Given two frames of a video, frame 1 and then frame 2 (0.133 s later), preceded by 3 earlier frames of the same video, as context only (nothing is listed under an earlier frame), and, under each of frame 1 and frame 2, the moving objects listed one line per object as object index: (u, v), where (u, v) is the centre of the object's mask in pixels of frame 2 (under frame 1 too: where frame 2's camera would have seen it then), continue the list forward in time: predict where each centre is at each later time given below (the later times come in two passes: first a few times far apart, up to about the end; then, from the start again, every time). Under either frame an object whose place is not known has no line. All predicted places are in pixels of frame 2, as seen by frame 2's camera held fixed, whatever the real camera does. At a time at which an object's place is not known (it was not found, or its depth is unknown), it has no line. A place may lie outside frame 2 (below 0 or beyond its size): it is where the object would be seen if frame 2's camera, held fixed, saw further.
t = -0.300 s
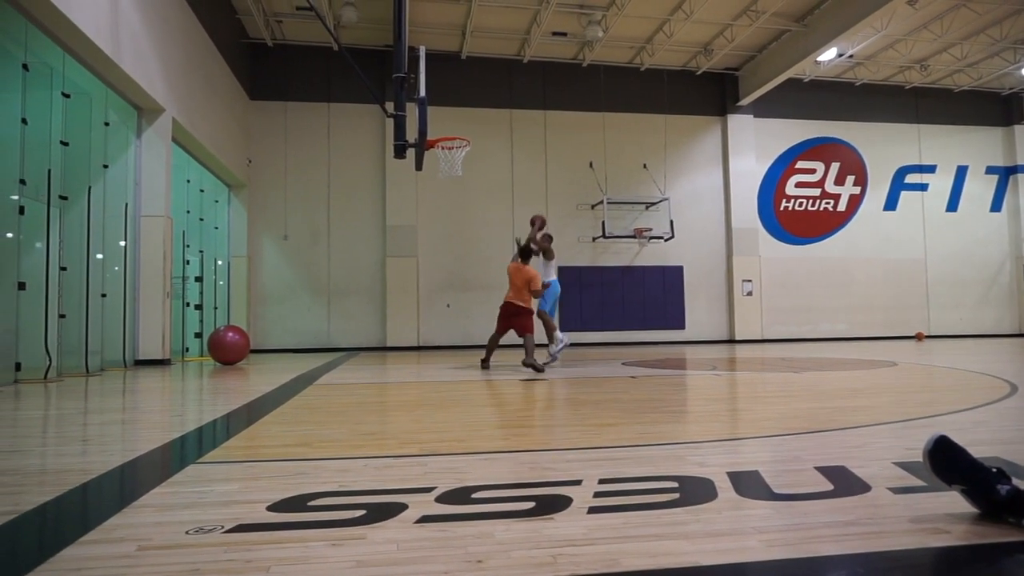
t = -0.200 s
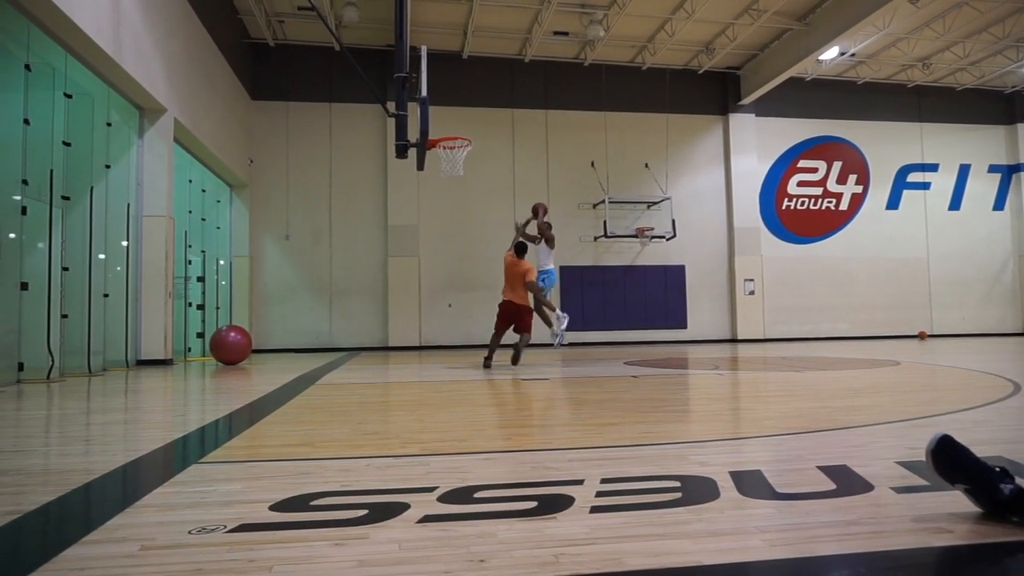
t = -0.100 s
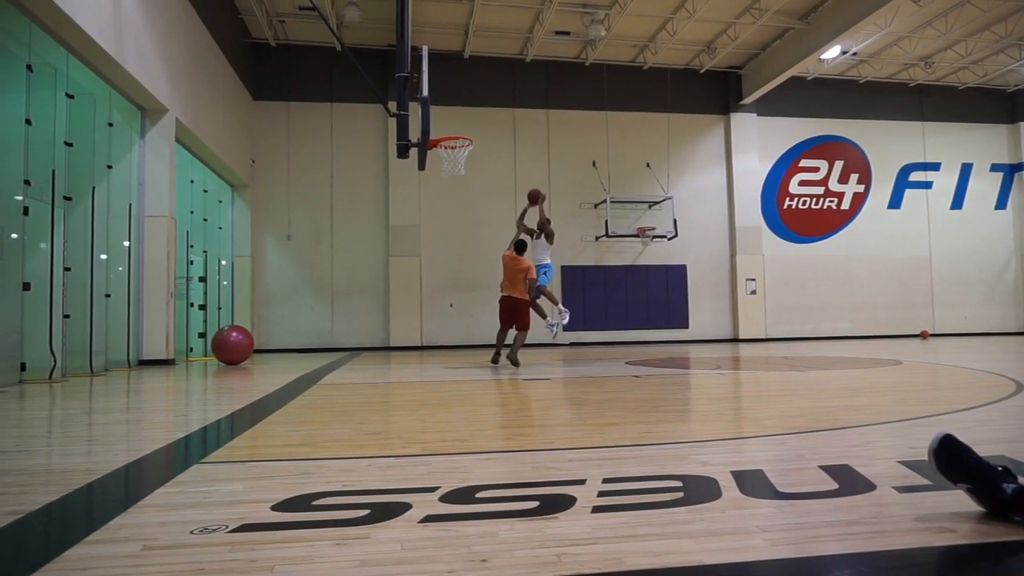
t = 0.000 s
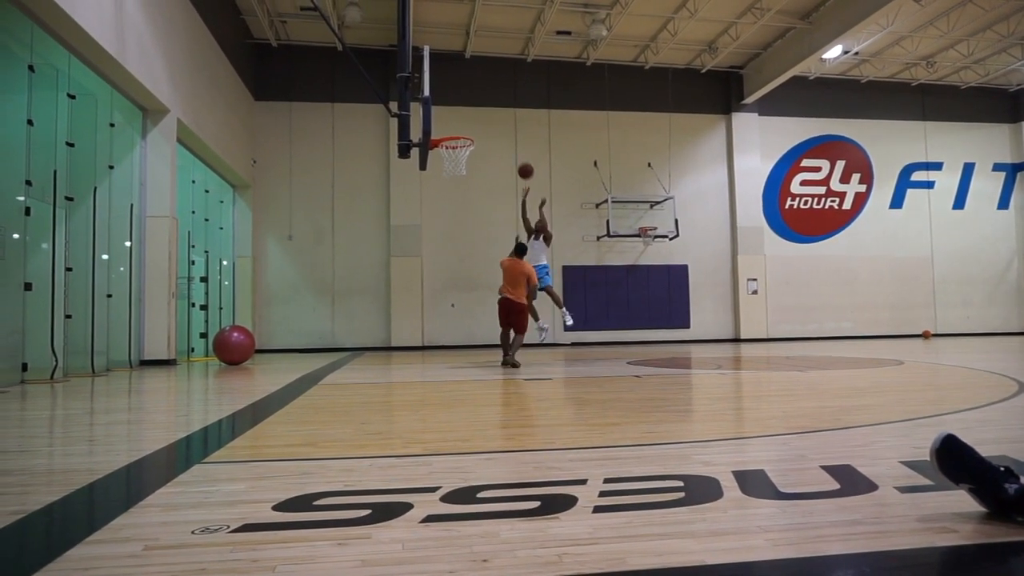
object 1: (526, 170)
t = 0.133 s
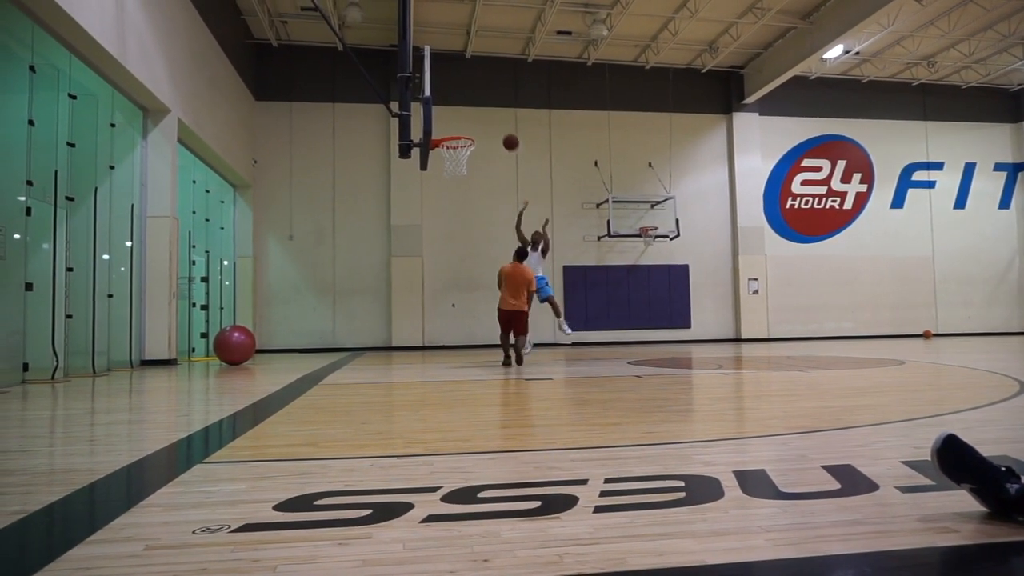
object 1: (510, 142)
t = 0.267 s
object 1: (495, 124)
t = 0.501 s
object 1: (467, 122)
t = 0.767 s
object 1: (445, 126)
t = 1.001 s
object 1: (439, 129)
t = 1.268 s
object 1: (448, 127)
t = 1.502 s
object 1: (455, 141)
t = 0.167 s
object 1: (507, 136)
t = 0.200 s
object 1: (503, 132)
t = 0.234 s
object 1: (499, 128)
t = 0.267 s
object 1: (495, 124)
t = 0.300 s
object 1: (491, 122)
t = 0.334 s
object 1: (487, 120)
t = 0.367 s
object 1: (483, 119)
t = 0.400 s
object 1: (479, 119)
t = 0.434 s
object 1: (475, 119)
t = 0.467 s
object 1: (472, 120)
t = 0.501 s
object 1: (467, 122)
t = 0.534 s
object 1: (463, 124)
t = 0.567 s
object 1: (459, 128)
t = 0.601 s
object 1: (455, 130)
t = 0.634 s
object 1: (451, 132)
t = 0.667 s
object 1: (449, 132)
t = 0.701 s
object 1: (447, 130)
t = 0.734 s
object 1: (446, 128)
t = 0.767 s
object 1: (445, 126)
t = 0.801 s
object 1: (443, 125)
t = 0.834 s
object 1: (441, 124)
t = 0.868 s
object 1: (440, 124)
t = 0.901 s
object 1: (439, 125)
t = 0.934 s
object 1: (438, 127)
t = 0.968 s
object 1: (438, 128)
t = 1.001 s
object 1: (439, 129)
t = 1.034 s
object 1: (439, 129)
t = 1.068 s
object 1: (441, 128)
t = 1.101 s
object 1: (442, 128)
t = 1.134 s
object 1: (443, 128)
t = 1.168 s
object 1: (444, 127)
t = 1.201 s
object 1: (446, 127)
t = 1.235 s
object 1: (447, 127)
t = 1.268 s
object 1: (448, 127)
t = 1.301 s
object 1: (449, 127)
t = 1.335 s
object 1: (450, 128)
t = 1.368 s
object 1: (451, 128)
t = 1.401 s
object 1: (452, 129)
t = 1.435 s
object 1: (453, 133)
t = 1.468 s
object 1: (454, 136)
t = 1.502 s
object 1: (455, 141)
